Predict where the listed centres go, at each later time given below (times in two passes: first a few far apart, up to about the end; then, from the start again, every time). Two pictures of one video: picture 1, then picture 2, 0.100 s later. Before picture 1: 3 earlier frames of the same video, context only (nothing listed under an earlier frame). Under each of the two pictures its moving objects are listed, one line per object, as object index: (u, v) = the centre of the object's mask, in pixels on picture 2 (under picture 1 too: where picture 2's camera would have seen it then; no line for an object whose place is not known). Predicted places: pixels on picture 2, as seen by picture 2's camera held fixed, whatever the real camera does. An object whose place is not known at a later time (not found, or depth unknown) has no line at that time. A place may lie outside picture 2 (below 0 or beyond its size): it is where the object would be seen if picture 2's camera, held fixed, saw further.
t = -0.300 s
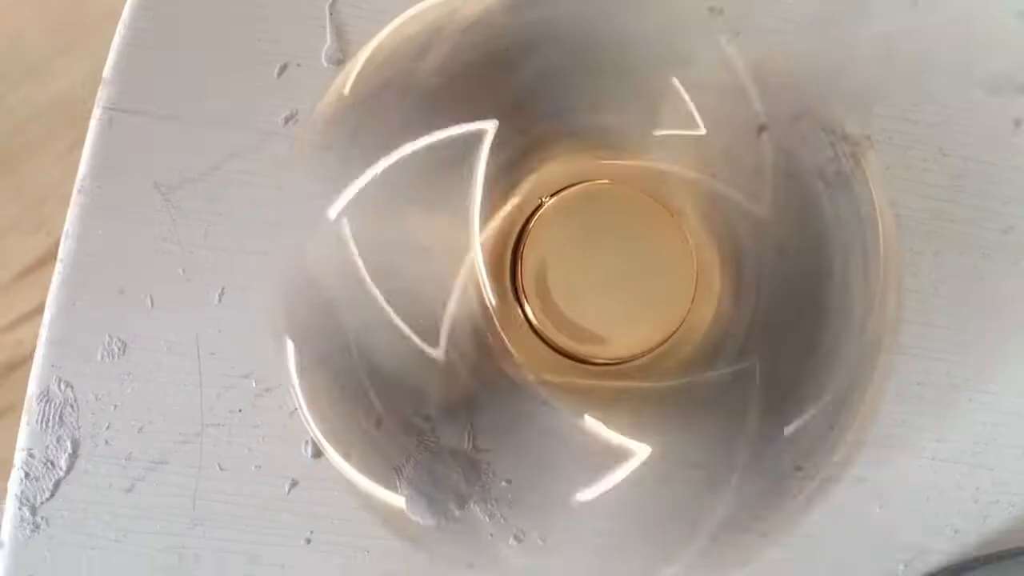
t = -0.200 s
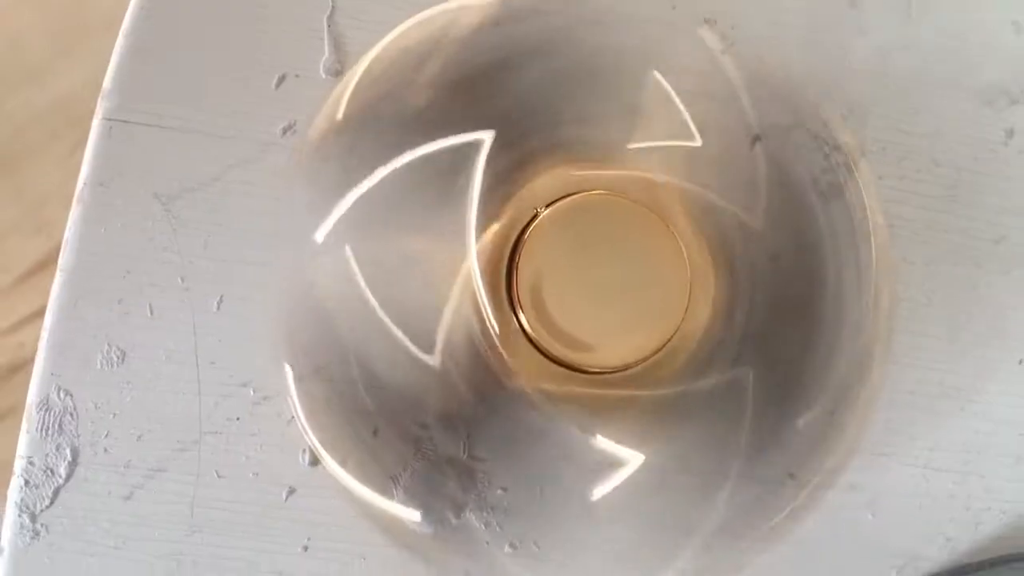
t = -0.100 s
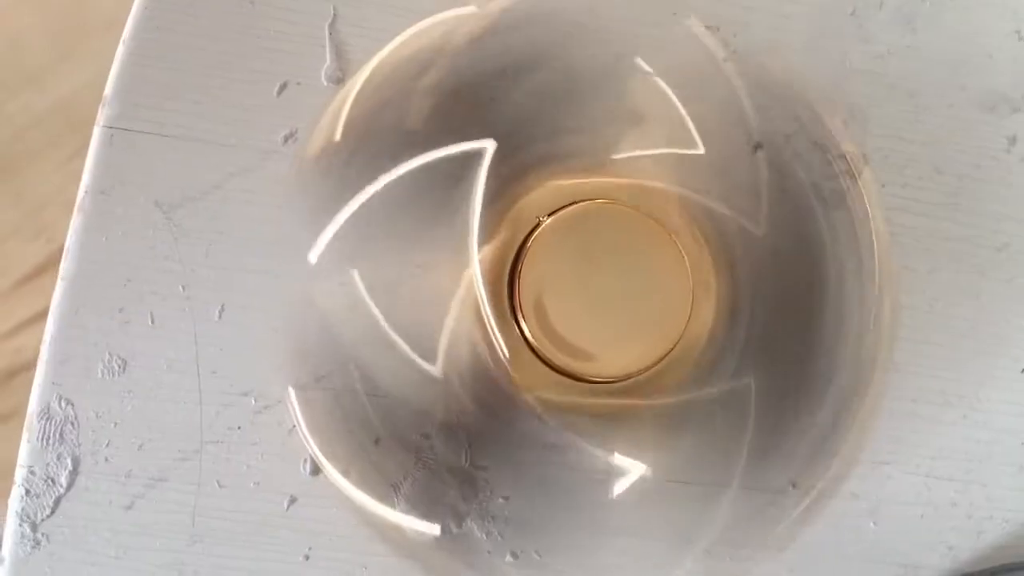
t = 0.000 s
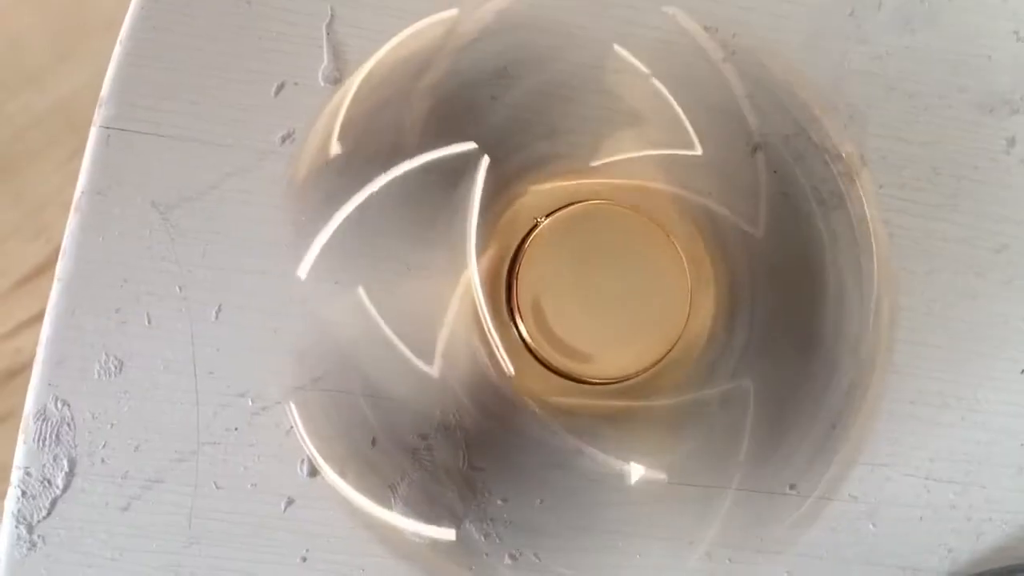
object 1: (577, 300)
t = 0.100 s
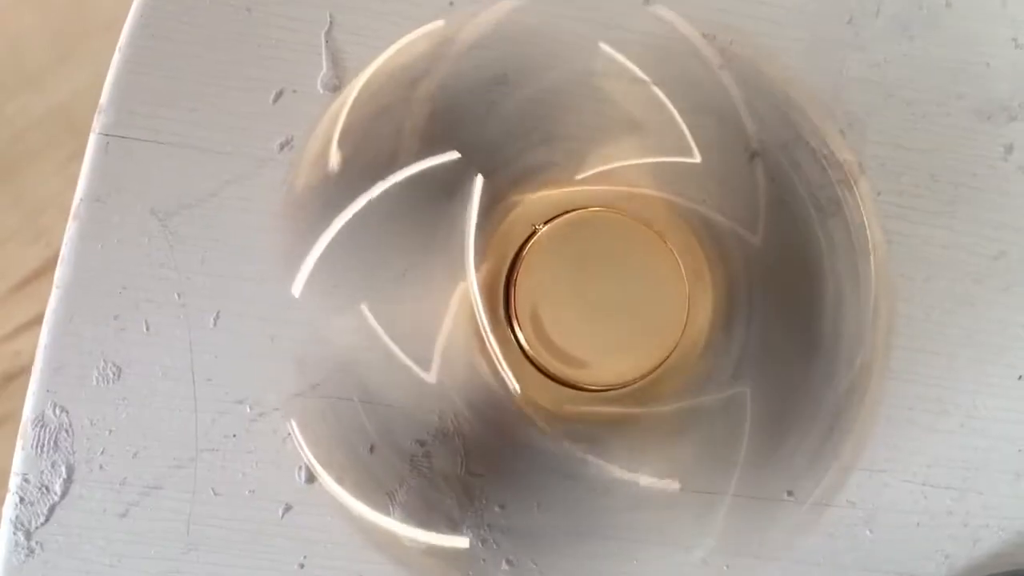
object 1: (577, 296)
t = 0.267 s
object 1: (576, 292)
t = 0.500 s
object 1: (575, 288)
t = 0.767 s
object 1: (574, 284)
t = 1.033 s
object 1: (575, 284)
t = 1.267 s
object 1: (575, 288)
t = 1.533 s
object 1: (577, 296)
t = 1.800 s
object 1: (579, 303)
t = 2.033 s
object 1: (580, 297)
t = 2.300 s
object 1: (573, 302)
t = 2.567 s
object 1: (575, 305)
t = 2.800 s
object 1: (576, 305)
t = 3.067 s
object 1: (565, 315)
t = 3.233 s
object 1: (570, 303)
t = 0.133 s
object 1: (576, 295)
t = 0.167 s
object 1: (576, 295)
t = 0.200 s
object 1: (577, 292)
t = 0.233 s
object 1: (576, 293)
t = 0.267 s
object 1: (576, 292)
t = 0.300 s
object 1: (576, 290)
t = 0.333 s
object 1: (575, 290)
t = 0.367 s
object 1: (576, 289)
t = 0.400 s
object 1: (575, 289)
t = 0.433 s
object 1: (575, 290)
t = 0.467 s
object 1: (575, 288)
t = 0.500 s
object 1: (575, 288)
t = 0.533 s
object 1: (575, 289)
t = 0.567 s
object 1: (575, 288)
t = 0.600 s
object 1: (575, 287)
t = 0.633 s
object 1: (575, 287)
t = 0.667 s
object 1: (575, 286)
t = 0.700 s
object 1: (574, 285)
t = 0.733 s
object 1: (573, 283)
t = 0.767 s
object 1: (574, 284)
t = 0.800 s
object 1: (575, 283)
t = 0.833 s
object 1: (574, 284)
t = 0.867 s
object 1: (574, 284)
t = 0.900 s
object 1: (575, 284)
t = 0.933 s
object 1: (574, 284)
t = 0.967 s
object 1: (575, 284)
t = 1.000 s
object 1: (575, 284)
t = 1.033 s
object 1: (575, 284)
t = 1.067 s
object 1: (575, 284)
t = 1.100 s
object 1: (576, 284)
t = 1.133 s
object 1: (575, 285)
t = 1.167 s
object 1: (575, 285)
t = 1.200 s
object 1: (576, 287)
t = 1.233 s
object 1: (575, 287)
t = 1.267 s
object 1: (575, 288)
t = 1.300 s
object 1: (577, 289)
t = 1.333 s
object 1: (575, 291)
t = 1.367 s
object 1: (577, 291)
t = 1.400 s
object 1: (577, 291)
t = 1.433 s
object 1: (577, 293)
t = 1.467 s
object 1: (577, 294)
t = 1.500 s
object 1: (577, 295)
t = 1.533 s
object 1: (577, 296)
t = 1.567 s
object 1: (578, 296)
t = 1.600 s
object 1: (579, 297)
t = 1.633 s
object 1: (578, 299)
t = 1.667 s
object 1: (578, 300)
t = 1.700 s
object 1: (579, 300)
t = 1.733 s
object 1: (579, 302)
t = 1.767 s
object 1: (580, 301)
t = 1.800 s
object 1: (579, 303)
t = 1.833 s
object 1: (575, 308)
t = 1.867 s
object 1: (575, 310)
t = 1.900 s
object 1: (574, 311)
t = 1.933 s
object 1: (574, 308)
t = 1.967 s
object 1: (574, 306)
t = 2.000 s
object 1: (575, 306)
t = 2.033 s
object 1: (580, 297)
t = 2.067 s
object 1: (575, 301)
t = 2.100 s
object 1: (580, 296)
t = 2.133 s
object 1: (577, 300)
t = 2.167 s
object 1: (575, 301)
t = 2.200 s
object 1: (575, 302)
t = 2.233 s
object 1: (571, 304)
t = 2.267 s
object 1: (573, 302)
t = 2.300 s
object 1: (573, 302)
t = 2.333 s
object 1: (572, 300)
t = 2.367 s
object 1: (577, 300)
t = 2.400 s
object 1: (572, 301)
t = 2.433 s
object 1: (568, 301)
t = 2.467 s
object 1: (570, 304)
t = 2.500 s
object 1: (573, 304)
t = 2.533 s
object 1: (571, 303)
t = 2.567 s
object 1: (575, 305)
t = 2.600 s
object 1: (571, 302)
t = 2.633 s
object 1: (571, 300)
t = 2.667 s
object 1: (572, 301)
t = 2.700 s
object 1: (571, 300)
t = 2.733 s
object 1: (573, 301)
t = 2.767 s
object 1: (574, 302)
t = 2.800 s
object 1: (576, 305)
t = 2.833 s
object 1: (577, 308)
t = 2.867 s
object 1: (578, 308)
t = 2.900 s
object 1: (577, 306)
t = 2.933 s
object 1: (579, 307)
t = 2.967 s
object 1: (580, 306)
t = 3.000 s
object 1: (572, 312)
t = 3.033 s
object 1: (569, 314)
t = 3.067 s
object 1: (565, 315)
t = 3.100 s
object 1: (575, 305)
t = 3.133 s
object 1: (574, 305)
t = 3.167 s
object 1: (572, 304)
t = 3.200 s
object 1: (572, 302)
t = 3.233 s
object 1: (570, 303)
